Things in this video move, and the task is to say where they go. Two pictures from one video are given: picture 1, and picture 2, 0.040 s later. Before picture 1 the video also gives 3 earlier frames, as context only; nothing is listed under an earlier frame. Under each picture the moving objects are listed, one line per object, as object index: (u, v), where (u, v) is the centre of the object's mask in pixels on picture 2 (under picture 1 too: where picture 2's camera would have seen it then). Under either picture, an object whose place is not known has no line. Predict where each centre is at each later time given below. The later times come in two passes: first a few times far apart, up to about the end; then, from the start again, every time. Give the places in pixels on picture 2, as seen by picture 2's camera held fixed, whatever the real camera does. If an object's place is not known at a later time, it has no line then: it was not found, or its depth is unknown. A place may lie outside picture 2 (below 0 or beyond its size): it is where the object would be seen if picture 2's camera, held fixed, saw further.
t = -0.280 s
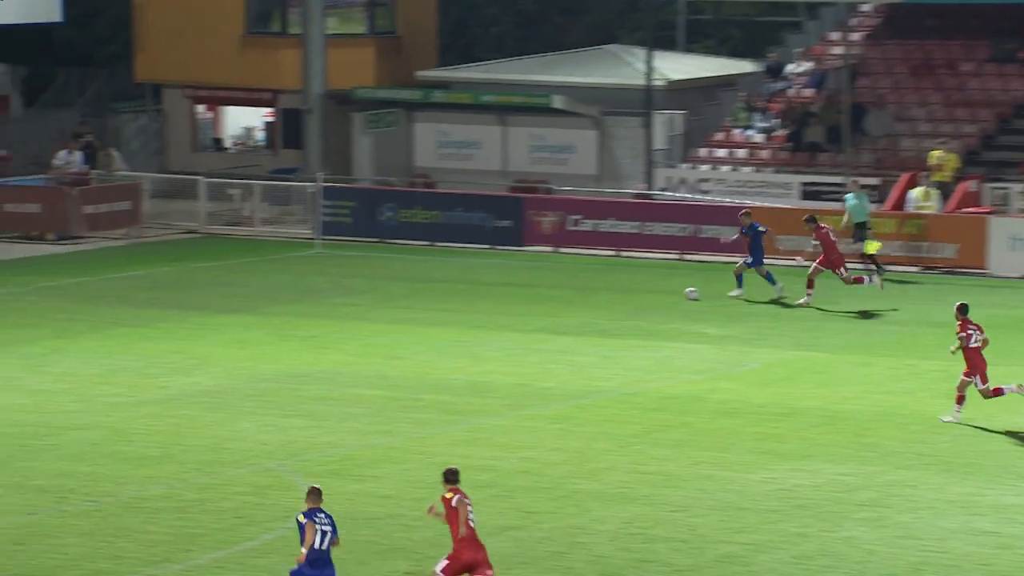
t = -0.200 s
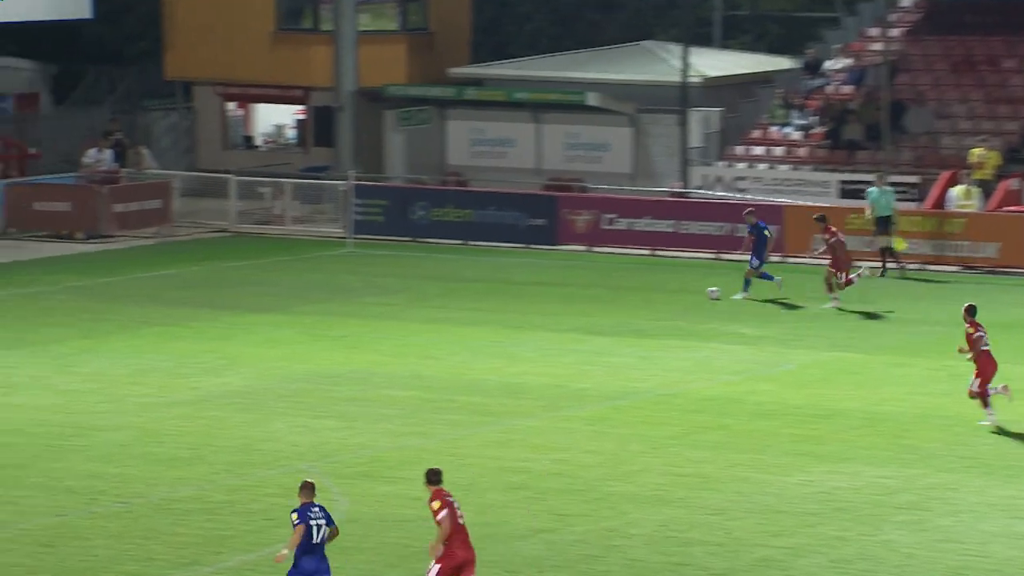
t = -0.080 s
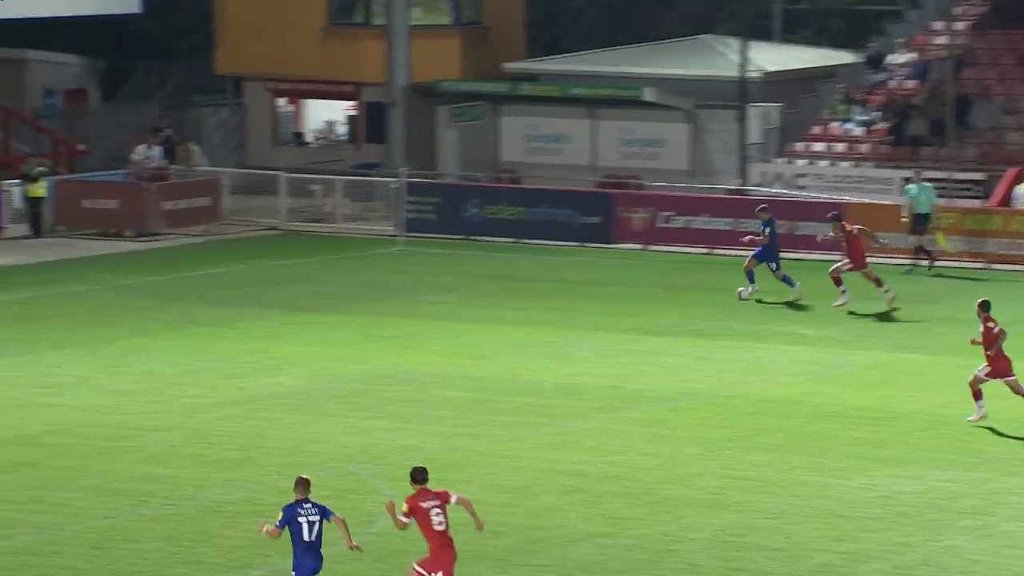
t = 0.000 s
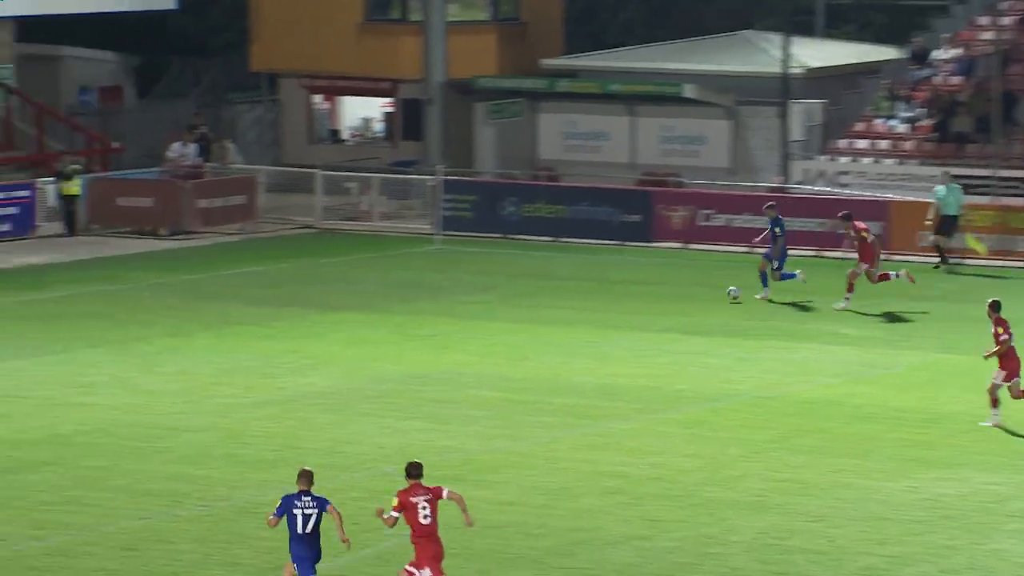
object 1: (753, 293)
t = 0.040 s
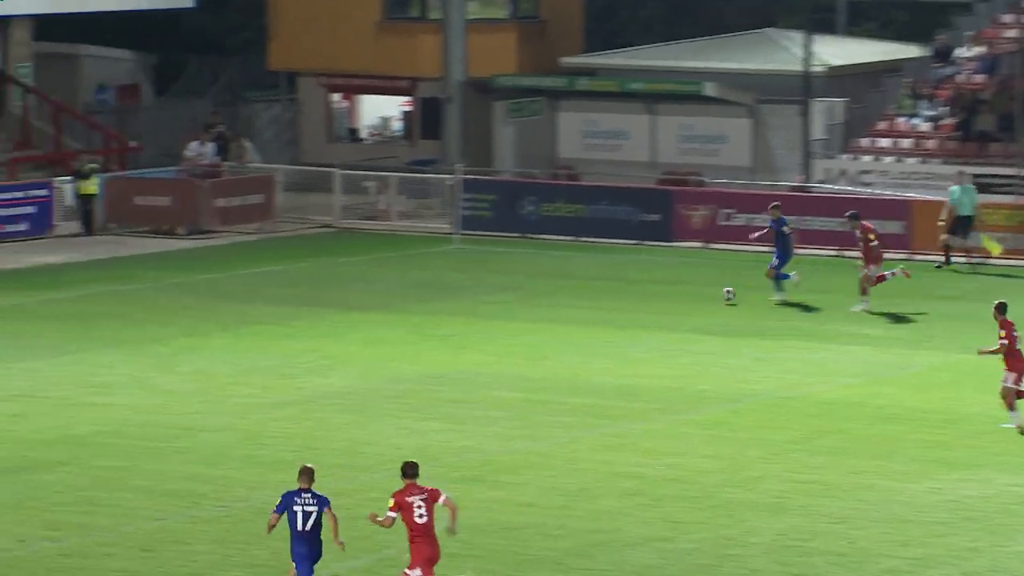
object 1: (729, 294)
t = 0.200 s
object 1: (631, 303)
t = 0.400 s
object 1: (518, 312)
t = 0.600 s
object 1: (416, 317)
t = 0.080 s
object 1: (703, 296)
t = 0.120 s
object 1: (679, 299)
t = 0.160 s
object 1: (654, 302)
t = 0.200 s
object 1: (631, 303)
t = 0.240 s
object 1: (608, 303)
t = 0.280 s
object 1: (586, 304)
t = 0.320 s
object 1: (563, 305)
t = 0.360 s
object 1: (541, 309)
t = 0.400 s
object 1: (518, 312)
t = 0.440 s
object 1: (498, 312)
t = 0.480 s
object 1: (477, 313)
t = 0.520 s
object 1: (458, 313)
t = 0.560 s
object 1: (437, 314)
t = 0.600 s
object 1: (416, 317)
